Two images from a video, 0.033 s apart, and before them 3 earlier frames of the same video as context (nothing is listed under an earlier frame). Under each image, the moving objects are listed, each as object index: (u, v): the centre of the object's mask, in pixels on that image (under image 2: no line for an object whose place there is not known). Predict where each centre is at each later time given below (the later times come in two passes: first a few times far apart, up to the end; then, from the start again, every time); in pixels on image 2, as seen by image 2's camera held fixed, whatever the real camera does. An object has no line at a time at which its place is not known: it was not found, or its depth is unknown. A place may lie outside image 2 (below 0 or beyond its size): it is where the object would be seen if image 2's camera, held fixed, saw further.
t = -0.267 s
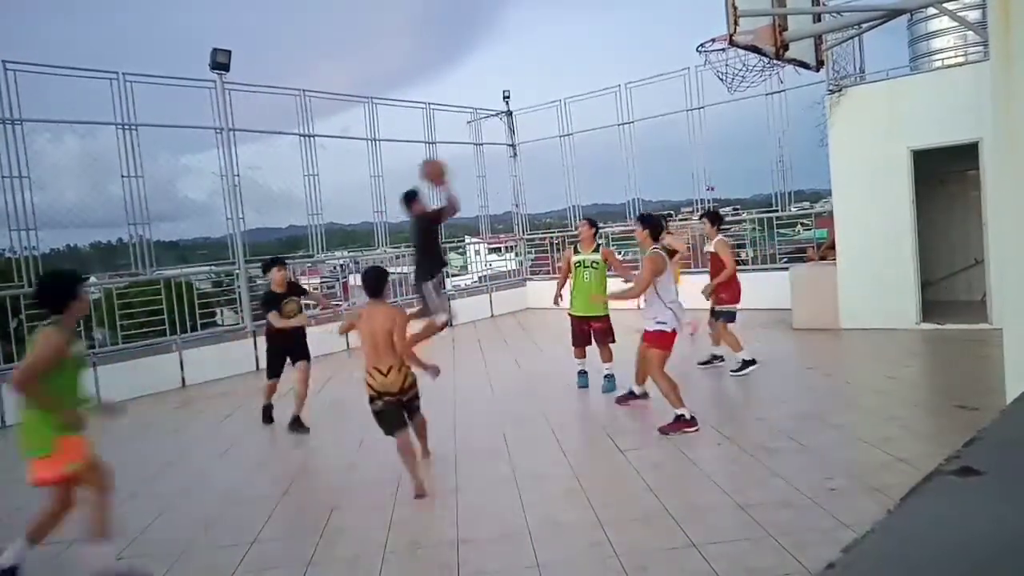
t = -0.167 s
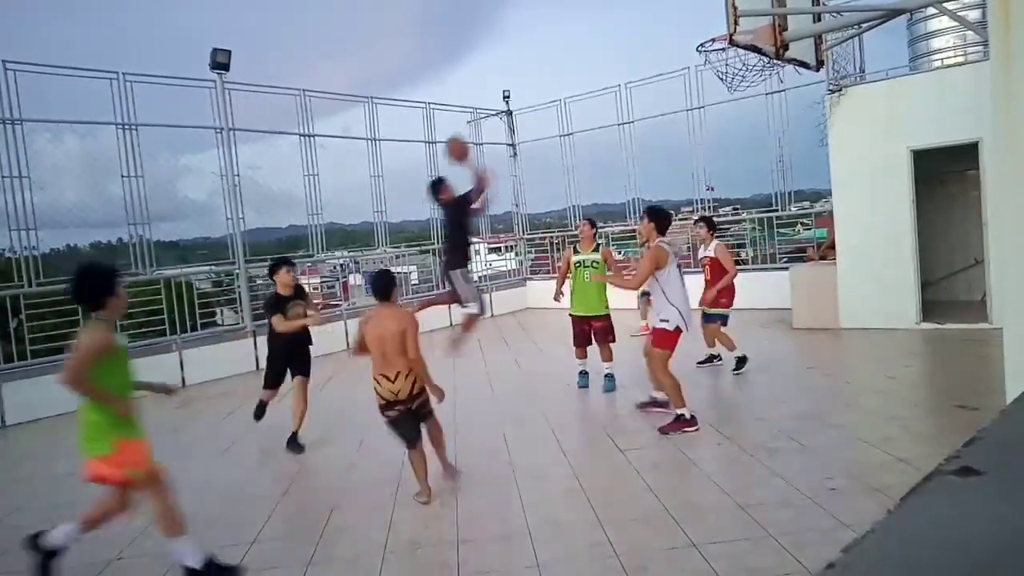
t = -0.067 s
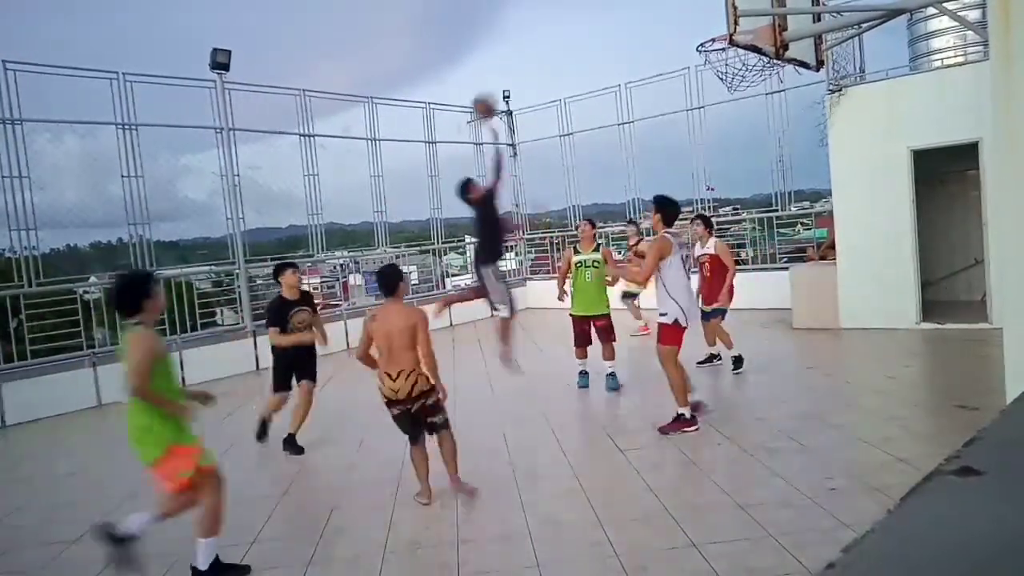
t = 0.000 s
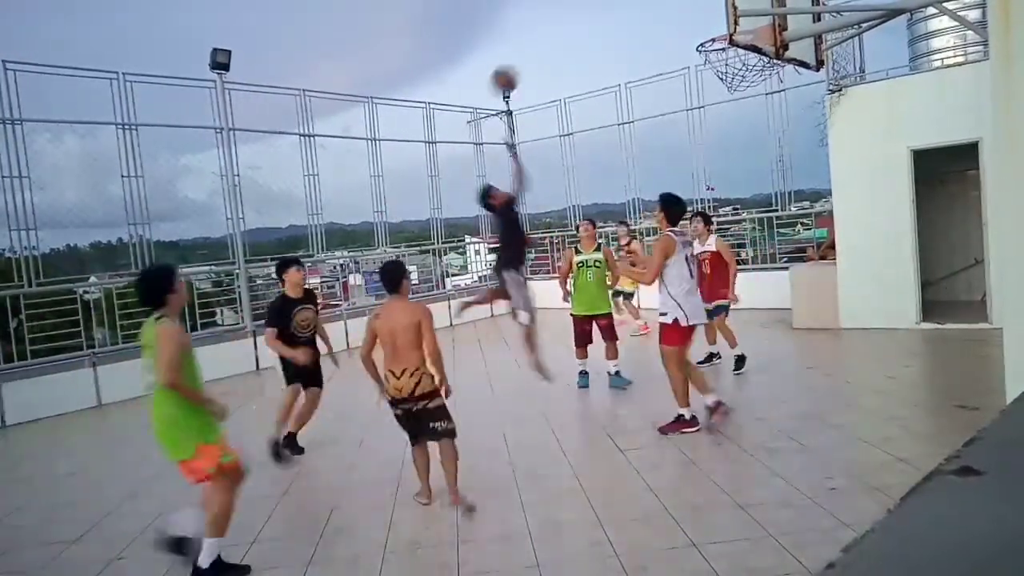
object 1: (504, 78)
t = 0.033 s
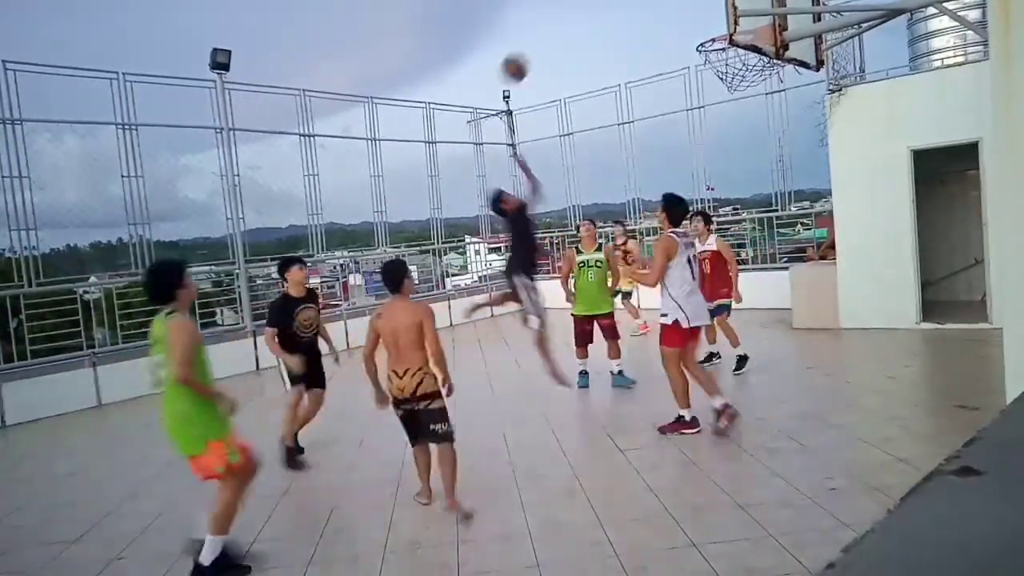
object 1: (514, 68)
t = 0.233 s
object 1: (581, 23)
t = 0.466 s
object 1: (667, 29)
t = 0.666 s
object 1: (675, 38)
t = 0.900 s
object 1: (655, 84)
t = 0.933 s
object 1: (653, 95)
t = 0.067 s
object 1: (525, 57)
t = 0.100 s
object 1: (536, 48)
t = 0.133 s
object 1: (547, 40)
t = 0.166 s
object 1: (558, 33)
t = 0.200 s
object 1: (569, 27)
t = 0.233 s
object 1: (581, 23)
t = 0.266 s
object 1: (593, 20)
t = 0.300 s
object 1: (605, 18)
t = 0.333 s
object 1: (617, 17)
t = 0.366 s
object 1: (629, 18)
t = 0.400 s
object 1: (642, 20)
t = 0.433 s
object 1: (655, 24)
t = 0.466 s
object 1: (667, 29)
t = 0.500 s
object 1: (680, 35)
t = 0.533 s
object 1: (689, 40)
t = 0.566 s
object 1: (686, 37)
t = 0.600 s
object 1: (682, 36)
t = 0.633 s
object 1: (679, 37)
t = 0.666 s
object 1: (675, 38)
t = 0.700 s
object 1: (672, 41)
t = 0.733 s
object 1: (669, 45)
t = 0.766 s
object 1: (666, 50)
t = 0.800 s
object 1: (663, 56)
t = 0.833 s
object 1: (660, 64)
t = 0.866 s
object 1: (658, 73)
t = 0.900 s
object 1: (655, 84)
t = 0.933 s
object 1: (653, 95)
